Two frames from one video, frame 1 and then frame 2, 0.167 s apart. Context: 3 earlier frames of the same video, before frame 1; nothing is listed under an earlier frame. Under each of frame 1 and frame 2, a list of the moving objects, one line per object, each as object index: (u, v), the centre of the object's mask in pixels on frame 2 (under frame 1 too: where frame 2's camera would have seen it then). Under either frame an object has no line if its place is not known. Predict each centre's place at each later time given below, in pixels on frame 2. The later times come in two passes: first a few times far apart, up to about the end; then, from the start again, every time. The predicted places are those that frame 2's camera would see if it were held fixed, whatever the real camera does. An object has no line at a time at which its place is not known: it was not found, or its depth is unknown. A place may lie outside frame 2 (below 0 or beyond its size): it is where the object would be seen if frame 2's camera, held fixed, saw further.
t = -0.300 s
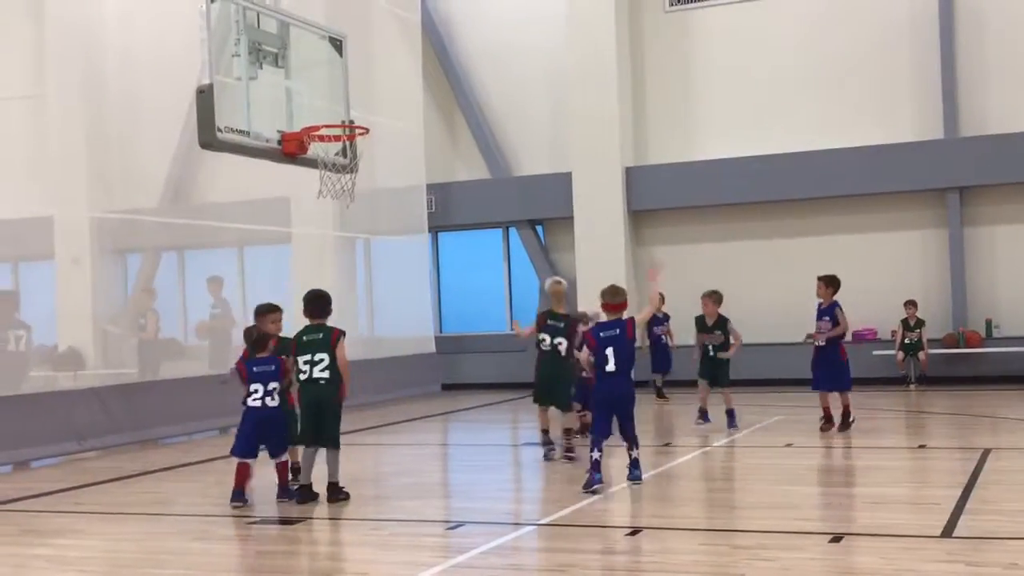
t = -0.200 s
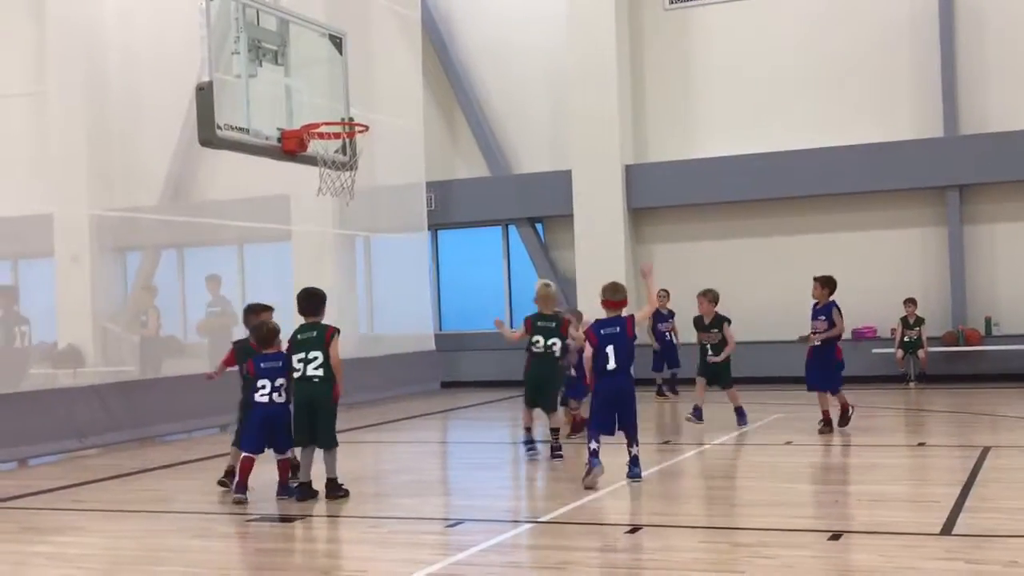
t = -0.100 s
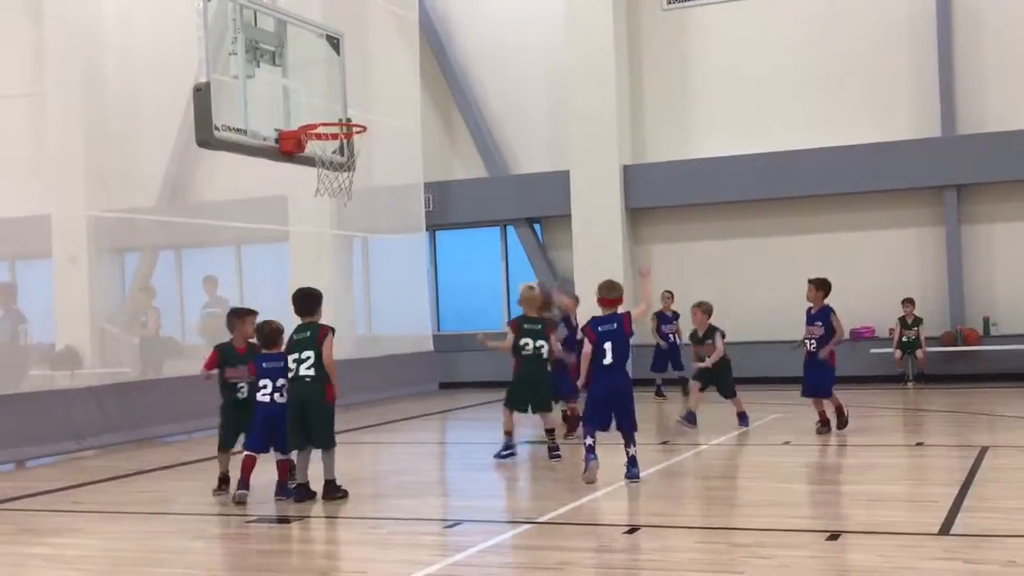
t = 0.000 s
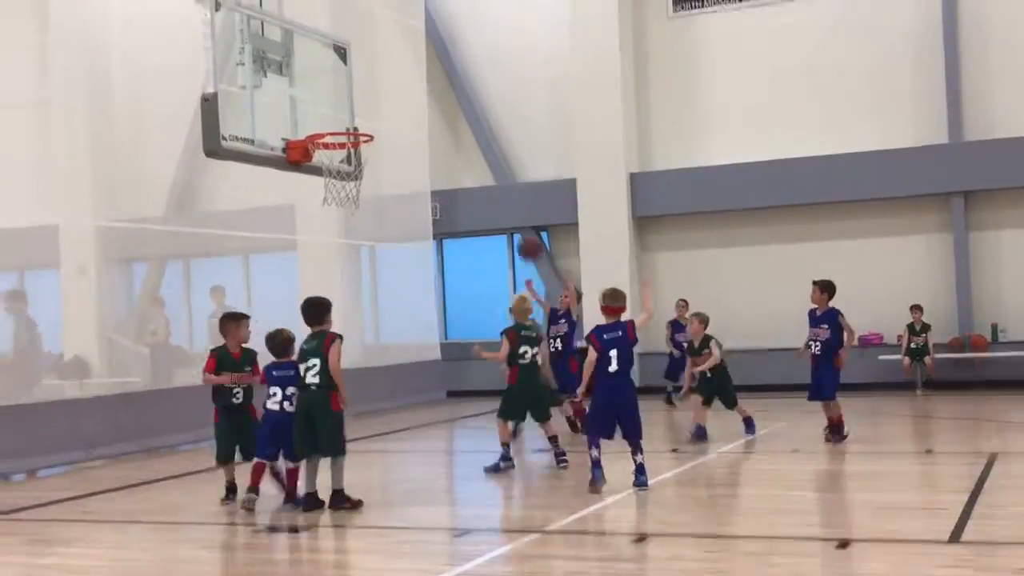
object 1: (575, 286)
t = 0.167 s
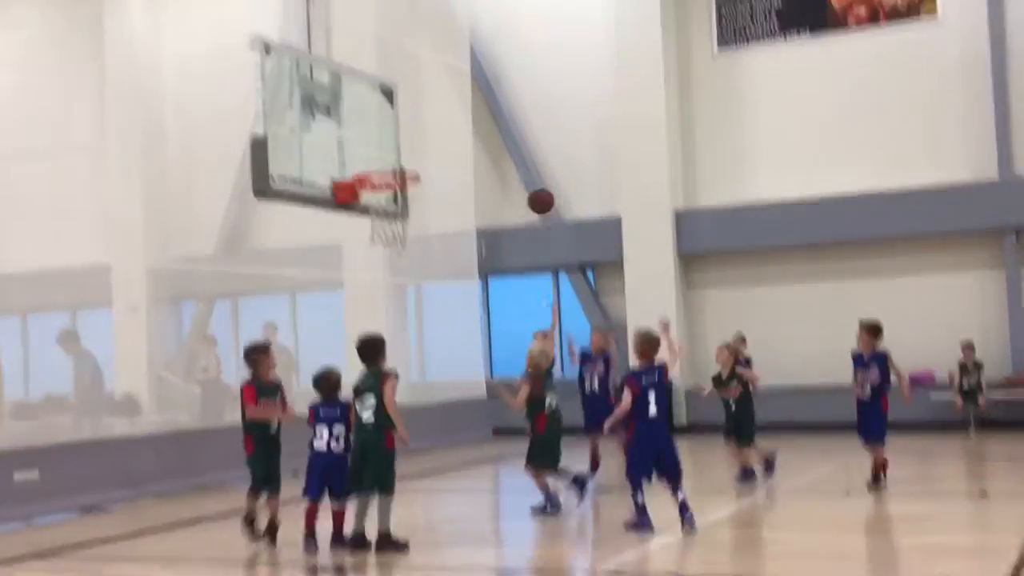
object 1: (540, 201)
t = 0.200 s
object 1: (534, 187)
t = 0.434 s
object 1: (486, 126)
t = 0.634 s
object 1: (444, 121)
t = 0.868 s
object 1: (395, 185)
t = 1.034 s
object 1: (367, 234)
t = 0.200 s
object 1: (534, 187)
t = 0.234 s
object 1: (527, 175)
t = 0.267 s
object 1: (520, 164)
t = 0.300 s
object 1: (513, 153)
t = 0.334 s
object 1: (507, 145)
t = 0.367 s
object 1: (500, 137)
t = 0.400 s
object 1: (493, 130)
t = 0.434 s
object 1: (486, 126)
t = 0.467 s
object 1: (479, 121)
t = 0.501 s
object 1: (472, 118)
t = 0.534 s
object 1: (465, 117)
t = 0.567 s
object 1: (458, 117)
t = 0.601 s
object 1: (451, 118)
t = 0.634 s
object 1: (444, 121)
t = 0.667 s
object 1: (437, 125)
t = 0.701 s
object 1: (430, 131)
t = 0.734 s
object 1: (423, 138)
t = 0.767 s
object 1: (416, 147)
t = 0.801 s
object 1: (409, 158)
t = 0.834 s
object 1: (402, 165)
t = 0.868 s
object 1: (395, 185)
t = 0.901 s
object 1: (387, 198)
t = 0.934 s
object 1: (381, 210)
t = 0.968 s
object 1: (376, 219)
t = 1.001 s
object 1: (371, 227)
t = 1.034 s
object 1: (367, 234)
